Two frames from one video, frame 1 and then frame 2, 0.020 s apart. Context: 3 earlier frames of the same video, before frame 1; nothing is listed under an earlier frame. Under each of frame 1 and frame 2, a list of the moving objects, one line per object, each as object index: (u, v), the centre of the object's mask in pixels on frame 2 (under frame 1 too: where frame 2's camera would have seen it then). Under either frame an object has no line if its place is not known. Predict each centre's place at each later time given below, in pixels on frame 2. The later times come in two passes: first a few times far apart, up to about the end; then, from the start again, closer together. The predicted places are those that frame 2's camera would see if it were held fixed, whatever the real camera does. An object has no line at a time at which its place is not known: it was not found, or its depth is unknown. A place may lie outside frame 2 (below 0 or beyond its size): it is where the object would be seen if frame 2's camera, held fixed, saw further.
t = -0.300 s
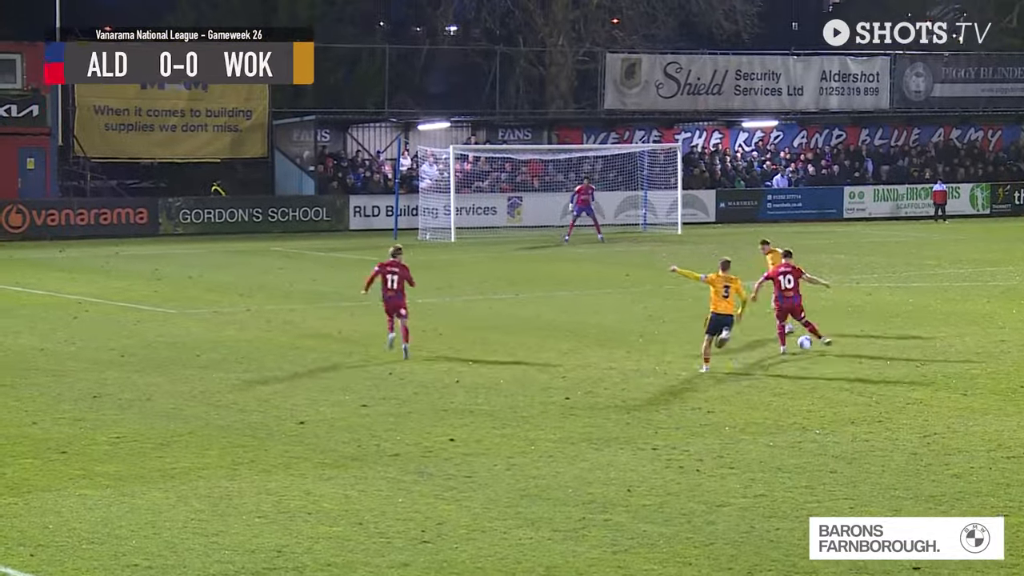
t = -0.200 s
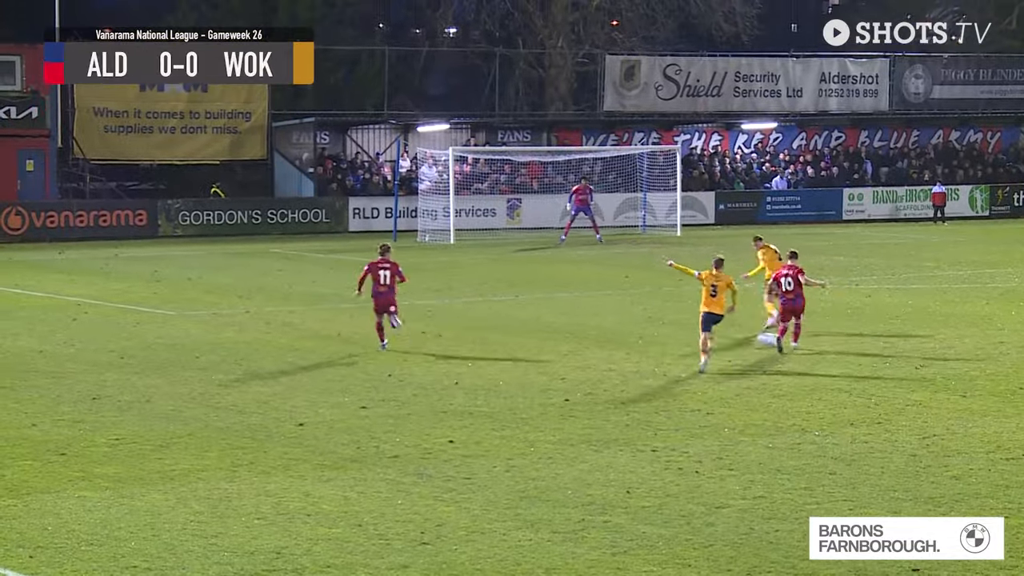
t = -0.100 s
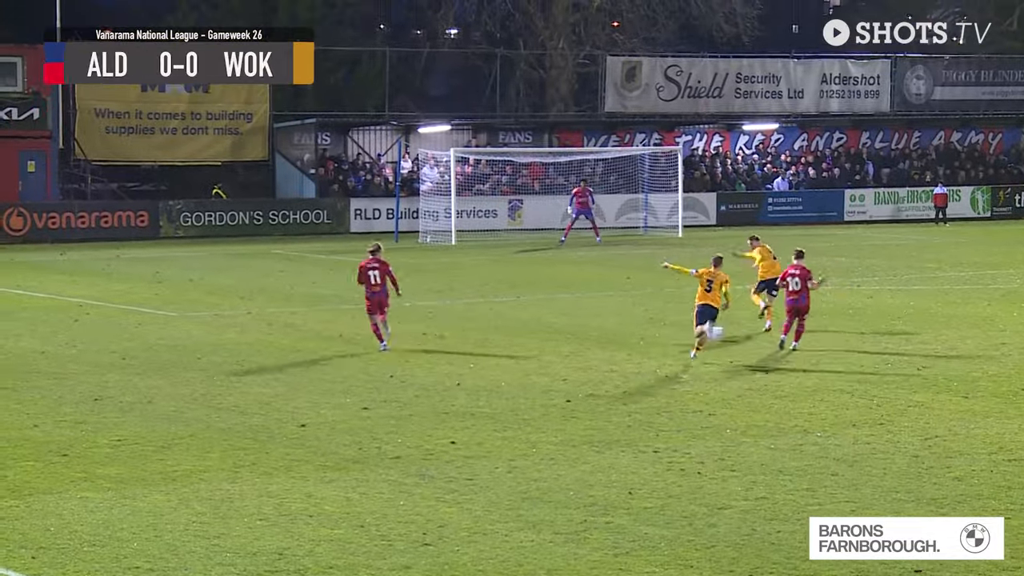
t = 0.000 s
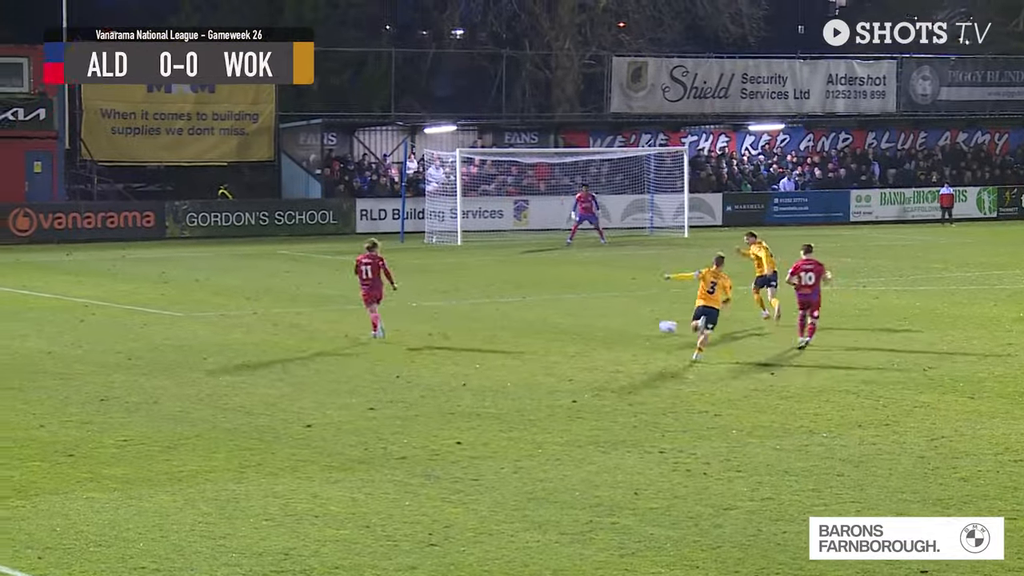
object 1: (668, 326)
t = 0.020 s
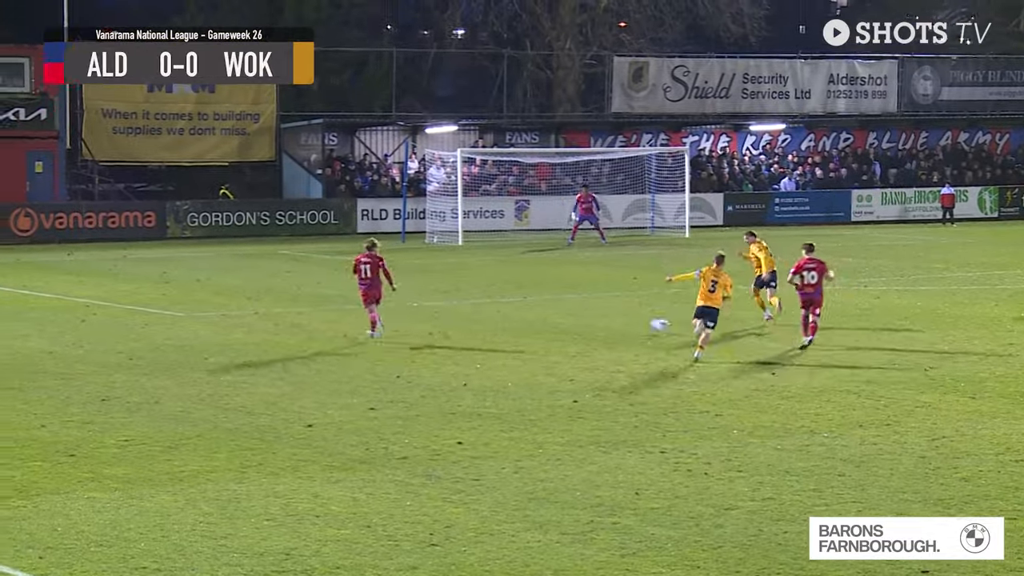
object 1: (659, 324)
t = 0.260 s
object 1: (554, 314)
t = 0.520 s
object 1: (464, 303)
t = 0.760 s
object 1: (396, 297)
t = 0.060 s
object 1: (640, 323)
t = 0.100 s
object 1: (621, 322)
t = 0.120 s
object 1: (613, 322)
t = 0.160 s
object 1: (595, 319)
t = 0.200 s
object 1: (578, 316)
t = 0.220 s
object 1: (570, 315)
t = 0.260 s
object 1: (554, 314)
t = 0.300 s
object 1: (539, 313)
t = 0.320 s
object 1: (532, 312)
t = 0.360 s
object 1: (517, 310)
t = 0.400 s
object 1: (502, 309)
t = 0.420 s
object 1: (496, 308)
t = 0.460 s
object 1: (483, 305)
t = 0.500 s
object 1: (471, 303)
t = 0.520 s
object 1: (464, 303)
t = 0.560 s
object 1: (451, 303)
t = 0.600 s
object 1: (440, 300)
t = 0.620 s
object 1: (434, 299)
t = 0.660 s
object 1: (423, 298)
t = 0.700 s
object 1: (412, 298)
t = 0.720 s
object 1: (407, 298)
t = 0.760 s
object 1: (396, 297)
